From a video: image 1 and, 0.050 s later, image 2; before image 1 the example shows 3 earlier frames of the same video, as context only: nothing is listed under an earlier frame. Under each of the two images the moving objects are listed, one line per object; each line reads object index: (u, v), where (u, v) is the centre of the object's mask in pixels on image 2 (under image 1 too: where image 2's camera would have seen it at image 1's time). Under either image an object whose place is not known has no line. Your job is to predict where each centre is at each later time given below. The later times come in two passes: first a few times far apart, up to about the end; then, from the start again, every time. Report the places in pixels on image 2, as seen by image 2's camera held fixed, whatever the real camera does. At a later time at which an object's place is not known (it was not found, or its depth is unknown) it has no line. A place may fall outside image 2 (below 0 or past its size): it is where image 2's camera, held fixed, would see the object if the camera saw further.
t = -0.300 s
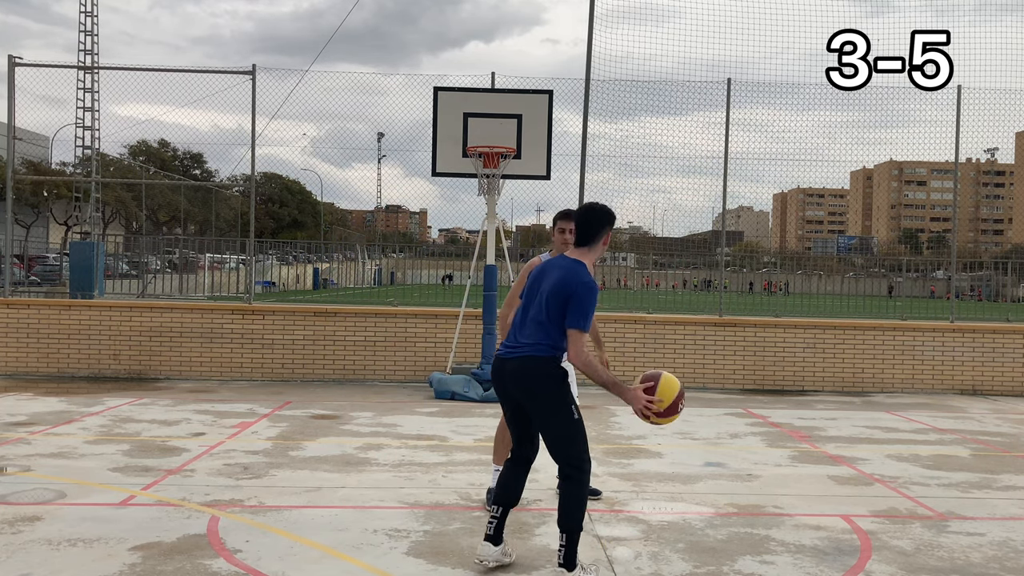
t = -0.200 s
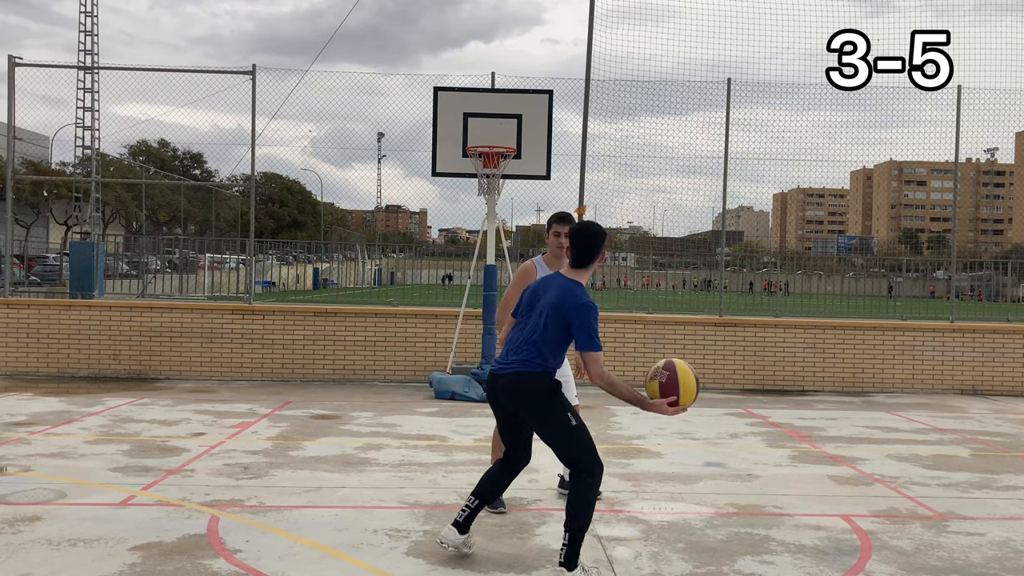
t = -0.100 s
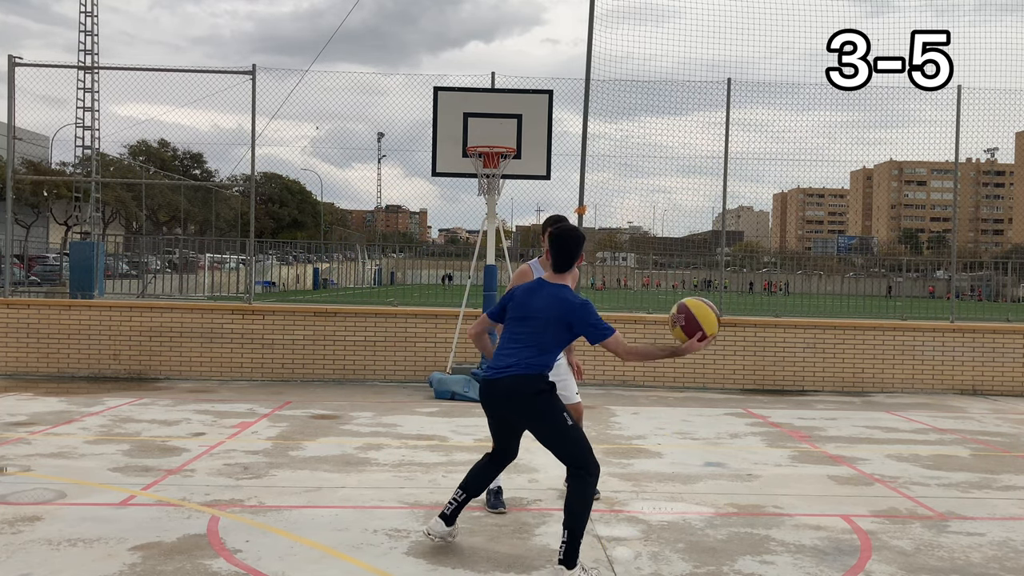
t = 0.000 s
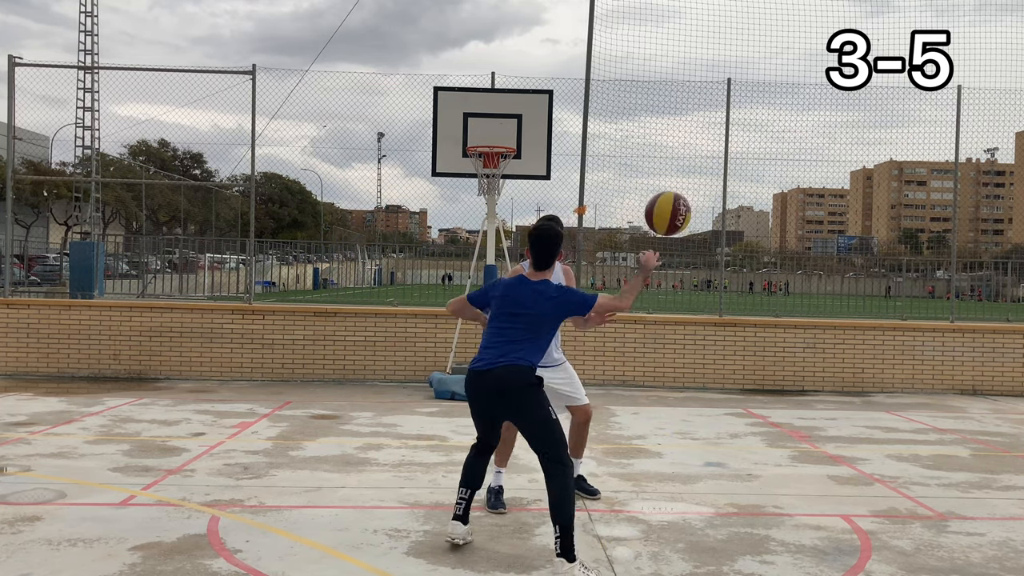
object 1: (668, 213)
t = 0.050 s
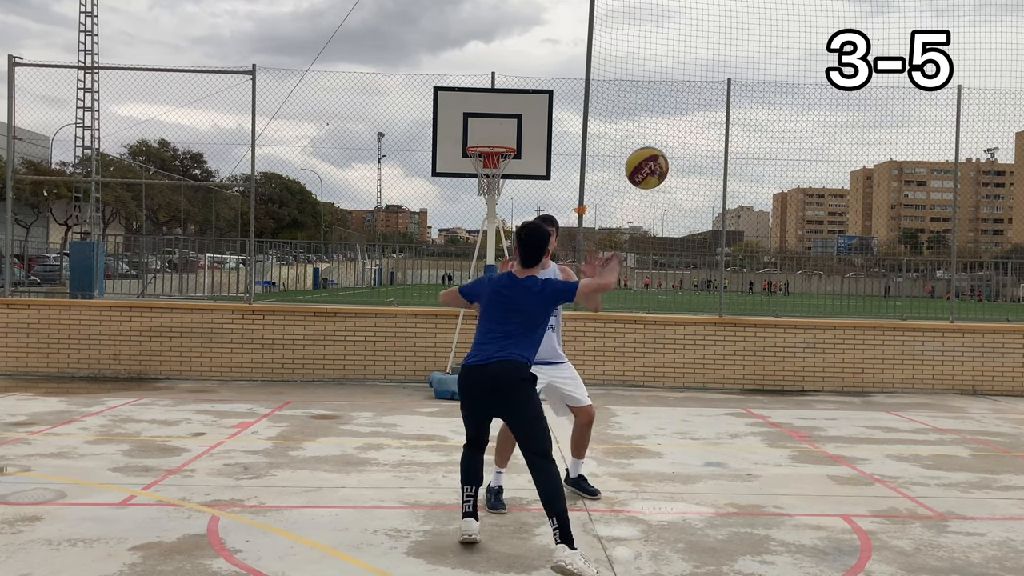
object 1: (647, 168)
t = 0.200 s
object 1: (595, 79)
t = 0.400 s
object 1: (544, 36)
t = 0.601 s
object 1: (506, 49)
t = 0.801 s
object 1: (476, 93)
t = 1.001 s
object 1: (444, 128)
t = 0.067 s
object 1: (640, 155)
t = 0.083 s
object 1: (634, 142)
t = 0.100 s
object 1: (628, 131)
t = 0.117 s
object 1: (622, 120)
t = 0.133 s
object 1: (616, 111)
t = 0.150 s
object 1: (611, 102)
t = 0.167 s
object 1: (605, 94)
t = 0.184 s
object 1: (600, 86)
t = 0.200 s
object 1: (595, 79)
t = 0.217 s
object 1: (590, 73)
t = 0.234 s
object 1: (585, 67)
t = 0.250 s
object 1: (580, 61)
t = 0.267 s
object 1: (576, 57)
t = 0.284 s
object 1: (571, 53)
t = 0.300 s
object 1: (567, 49)
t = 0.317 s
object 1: (563, 46)
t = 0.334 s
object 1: (559, 43)
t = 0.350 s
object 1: (555, 41)
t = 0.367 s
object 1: (551, 39)
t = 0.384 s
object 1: (547, 38)
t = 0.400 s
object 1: (544, 36)
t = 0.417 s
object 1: (540, 36)
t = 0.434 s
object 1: (537, 35)
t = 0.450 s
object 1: (533, 35)
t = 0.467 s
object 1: (530, 36)
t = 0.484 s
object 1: (527, 36)
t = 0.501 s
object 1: (524, 37)
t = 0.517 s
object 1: (521, 38)
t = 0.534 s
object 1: (518, 40)
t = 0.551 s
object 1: (515, 42)
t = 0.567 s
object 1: (512, 44)
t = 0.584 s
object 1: (509, 46)
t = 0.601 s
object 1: (506, 49)
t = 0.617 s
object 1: (503, 52)
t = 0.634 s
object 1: (501, 55)
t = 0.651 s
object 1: (498, 58)
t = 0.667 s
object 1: (495, 62)
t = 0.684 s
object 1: (493, 65)
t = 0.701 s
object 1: (491, 69)
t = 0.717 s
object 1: (488, 73)
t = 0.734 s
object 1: (486, 77)
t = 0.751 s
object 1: (483, 82)
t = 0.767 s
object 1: (481, 86)
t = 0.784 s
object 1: (479, 91)
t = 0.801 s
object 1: (476, 93)
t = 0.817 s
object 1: (474, 95)
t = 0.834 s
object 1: (471, 96)
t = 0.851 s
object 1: (469, 98)
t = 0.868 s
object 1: (466, 100)
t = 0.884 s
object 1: (463, 102)
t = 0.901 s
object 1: (461, 105)
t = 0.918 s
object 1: (458, 109)
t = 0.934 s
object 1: (456, 112)
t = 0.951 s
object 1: (453, 115)
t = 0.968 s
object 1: (450, 119)
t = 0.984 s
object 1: (447, 123)
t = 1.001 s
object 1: (444, 128)
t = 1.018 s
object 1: (442, 133)
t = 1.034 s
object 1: (439, 138)
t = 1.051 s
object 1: (436, 144)
